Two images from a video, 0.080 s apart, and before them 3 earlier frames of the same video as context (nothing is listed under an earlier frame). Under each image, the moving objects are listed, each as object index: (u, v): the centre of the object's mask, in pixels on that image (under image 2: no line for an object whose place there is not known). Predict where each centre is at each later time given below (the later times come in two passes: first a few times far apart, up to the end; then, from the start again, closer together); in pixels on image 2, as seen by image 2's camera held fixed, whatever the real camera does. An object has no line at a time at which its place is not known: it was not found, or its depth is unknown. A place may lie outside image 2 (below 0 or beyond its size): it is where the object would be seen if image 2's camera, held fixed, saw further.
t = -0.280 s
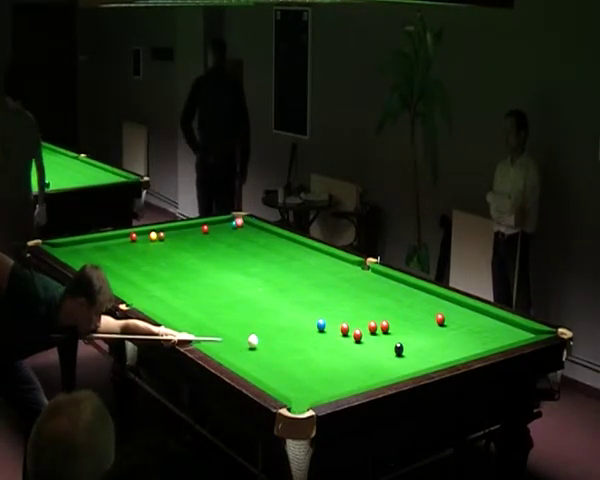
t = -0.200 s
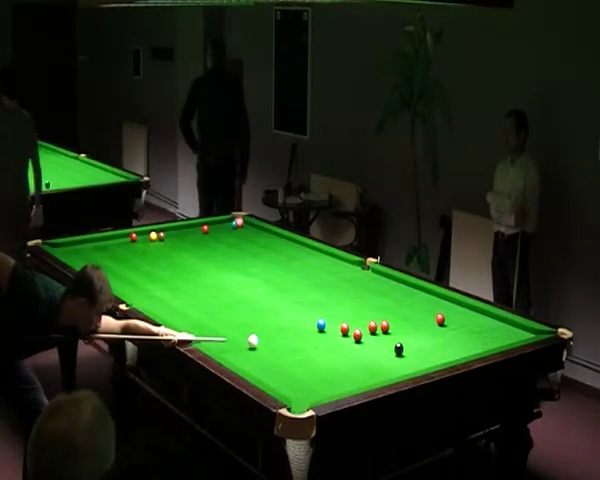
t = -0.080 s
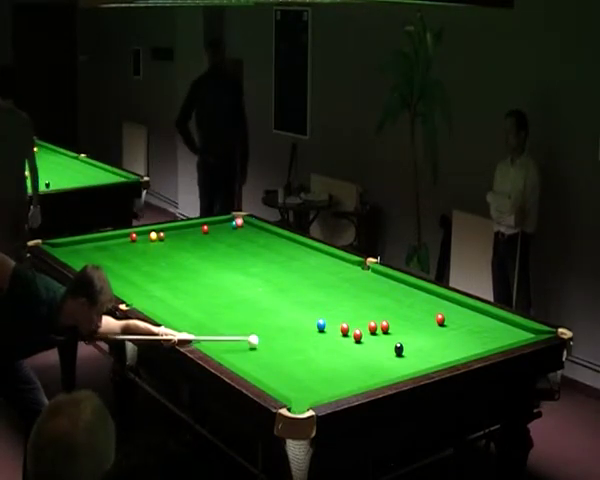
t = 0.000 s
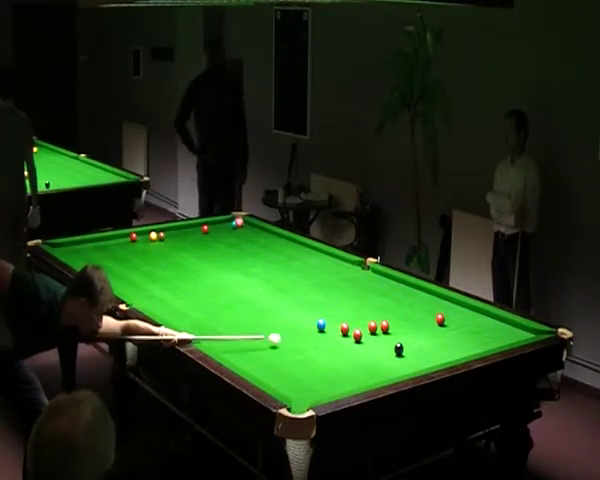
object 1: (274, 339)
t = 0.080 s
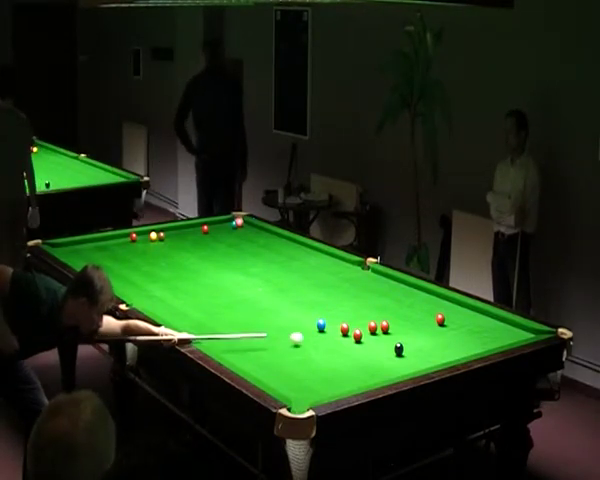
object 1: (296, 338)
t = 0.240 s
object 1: (339, 335)
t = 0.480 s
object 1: (357, 332)
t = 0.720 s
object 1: (371, 329)
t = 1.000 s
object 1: (382, 330)
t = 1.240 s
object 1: (391, 330)
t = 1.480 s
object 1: (398, 331)
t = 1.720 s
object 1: (405, 331)
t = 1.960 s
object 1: (411, 331)
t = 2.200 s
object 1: (415, 332)
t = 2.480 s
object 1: (419, 332)
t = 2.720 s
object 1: (422, 332)
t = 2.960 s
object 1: (423, 332)
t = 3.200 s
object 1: (424, 332)
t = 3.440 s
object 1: (424, 332)
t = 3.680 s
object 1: (424, 332)
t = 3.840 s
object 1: (424, 333)
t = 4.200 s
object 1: (422, 331)
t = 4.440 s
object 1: (424, 332)
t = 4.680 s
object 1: (424, 332)
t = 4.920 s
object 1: (424, 332)
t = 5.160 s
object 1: (424, 332)
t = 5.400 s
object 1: (424, 332)
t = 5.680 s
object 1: (424, 332)
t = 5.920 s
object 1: (424, 332)
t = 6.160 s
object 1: (424, 332)
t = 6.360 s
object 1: (424, 332)
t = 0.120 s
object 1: (307, 337)
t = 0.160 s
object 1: (318, 337)
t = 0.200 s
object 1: (329, 336)
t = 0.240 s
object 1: (339, 335)
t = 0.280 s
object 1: (349, 334)
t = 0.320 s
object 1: (349, 334)
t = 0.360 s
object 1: (350, 334)
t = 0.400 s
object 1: (352, 333)
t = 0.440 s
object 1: (354, 332)
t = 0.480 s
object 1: (357, 332)
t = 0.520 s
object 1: (360, 331)
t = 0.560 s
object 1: (362, 331)
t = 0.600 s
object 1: (364, 331)
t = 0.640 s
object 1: (367, 330)
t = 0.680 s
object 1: (369, 330)
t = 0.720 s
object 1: (371, 329)
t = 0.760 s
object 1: (373, 329)
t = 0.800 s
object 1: (375, 329)
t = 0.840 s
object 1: (376, 329)
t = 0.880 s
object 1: (378, 329)
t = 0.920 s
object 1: (379, 329)
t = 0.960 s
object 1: (381, 330)
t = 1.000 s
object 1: (382, 330)
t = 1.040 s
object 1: (384, 329)
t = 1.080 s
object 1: (385, 330)
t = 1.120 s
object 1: (387, 330)
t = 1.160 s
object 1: (388, 330)
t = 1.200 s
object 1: (390, 330)
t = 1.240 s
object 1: (391, 330)
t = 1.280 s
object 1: (392, 330)
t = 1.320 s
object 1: (394, 330)
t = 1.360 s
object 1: (395, 331)
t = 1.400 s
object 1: (396, 330)
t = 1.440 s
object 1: (397, 331)
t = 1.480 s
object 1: (398, 331)
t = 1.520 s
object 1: (400, 331)
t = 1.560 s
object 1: (401, 331)
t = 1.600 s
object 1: (402, 331)
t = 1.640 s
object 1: (403, 331)
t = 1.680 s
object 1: (404, 331)
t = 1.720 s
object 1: (405, 331)
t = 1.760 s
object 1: (406, 331)
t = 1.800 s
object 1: (407, 331)
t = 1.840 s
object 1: (408, 331)
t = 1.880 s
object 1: (409, 331)
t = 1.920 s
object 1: (410, 331)
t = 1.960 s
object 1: (411, 331)
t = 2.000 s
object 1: (412, 332)
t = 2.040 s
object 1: (412, 332)
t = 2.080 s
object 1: (413, 332)
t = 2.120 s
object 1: (414, 332)
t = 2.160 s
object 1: (414, 332)
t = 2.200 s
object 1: (415, 332)
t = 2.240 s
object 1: (416, 332)
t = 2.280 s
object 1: (416, 332)
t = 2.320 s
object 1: (417, 332)
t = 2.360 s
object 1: (418, 332)
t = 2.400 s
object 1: (418, 332)
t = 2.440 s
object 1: (419, 332)
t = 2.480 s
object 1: (419, 332)
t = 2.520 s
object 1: (420, 332)
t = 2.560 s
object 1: (420, 332)
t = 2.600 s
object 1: (420, 332)
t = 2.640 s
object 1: (421, 332)
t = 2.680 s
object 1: (422, 332)
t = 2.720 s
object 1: (422, 332)
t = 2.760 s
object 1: (422, 332)
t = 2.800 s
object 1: (423, 332)
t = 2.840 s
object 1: (423, 332)
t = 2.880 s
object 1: (423, 332)
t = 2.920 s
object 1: (423, 332)
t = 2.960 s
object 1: (423, 332)
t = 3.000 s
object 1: (424, 332)
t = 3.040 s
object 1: (424, 332)
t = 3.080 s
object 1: (424, 332)
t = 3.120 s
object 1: (424, 332)
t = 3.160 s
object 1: (424, 332)
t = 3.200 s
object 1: (424, 332)
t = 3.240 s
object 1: (424, 332)
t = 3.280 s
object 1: (424, 332)
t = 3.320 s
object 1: (424, 332)
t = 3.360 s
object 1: (424, 332)
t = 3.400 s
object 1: (424, 332)
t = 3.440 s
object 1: (424, 332)
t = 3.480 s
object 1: (424, 332)
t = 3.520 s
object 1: (424, 332)
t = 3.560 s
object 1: (424, 332)
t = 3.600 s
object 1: (424, 332)
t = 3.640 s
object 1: (424, 332)
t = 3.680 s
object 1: (424, 332)
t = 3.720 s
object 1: (424, 332)
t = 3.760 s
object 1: (424, 332)
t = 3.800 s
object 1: (424, 331)
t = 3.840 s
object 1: (424, 333)
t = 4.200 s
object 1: (422, 331)
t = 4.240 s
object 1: (424, 332)
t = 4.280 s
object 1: (424, 332)
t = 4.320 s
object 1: (424, 332)
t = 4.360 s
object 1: (424, 332)
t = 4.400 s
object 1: (424, 332)
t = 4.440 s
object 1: (424, 332)
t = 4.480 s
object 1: (424, 332)
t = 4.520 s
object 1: (424, 332)
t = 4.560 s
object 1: (424, 332)
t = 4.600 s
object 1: (424, 332)
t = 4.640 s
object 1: (424, 332)
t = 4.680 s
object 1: (424, 332)
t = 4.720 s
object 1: (424, 332)
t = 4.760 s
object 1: (424, 332)
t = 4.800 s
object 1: (424, 332)
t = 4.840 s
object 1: (424, 332)
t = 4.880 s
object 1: (424, 332)
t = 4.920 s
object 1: (424, 332)
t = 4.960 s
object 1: (424, 332)
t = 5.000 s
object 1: (424, 332)
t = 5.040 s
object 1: (424, 332)
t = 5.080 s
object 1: (424, 332)
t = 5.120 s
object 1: (424, 332)
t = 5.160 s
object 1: (424, 332)
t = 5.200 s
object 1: (424, 332)
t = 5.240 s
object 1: (424, 332)
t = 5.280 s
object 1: (424, 332)
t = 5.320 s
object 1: (424, 332)
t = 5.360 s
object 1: (424, 332)
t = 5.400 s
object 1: (424, 332)
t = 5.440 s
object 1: (424, 332)
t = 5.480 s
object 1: (424, 332)
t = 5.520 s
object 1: (424, 332)
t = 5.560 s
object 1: (424, 332)
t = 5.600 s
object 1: (424, 332)
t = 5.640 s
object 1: (424, 332)
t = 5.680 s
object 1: (424, 332)
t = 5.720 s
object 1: (424, 332)
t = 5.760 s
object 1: (424, 332)
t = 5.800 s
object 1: (424, 332)
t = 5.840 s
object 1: (424, 332)
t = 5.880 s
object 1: (424, 332)
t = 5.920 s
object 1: (424, 332)
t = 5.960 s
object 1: (424, 332)
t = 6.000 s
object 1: (424, 332)
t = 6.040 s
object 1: (424, 332)
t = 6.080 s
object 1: (424, 332)
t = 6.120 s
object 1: (424, 332)
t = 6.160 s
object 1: (424, 332)
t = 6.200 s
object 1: (424, 332)
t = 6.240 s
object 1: (424, 332)
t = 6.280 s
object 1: (424, 332)
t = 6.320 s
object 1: (424, 332)
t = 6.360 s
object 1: (424, 332)
